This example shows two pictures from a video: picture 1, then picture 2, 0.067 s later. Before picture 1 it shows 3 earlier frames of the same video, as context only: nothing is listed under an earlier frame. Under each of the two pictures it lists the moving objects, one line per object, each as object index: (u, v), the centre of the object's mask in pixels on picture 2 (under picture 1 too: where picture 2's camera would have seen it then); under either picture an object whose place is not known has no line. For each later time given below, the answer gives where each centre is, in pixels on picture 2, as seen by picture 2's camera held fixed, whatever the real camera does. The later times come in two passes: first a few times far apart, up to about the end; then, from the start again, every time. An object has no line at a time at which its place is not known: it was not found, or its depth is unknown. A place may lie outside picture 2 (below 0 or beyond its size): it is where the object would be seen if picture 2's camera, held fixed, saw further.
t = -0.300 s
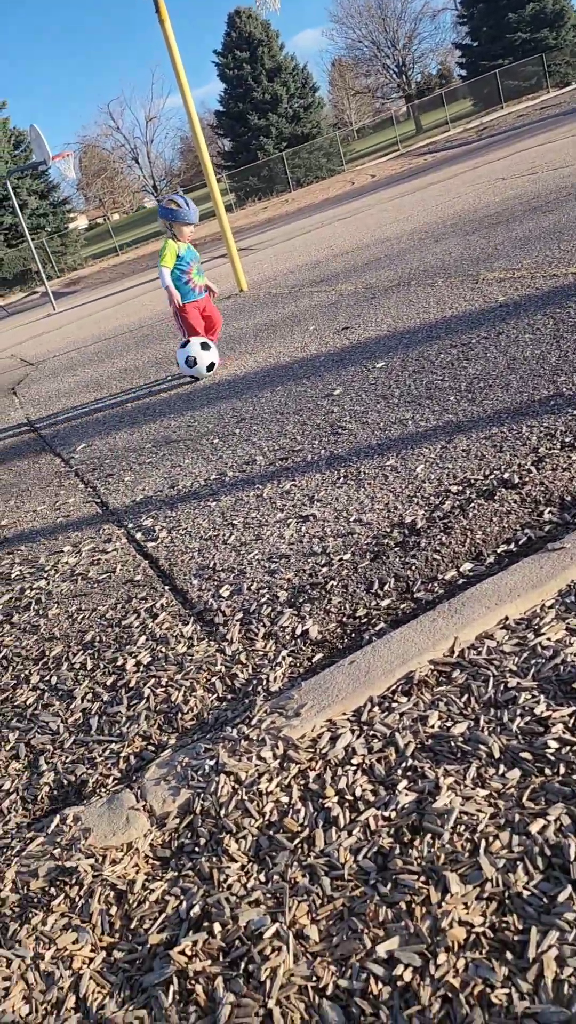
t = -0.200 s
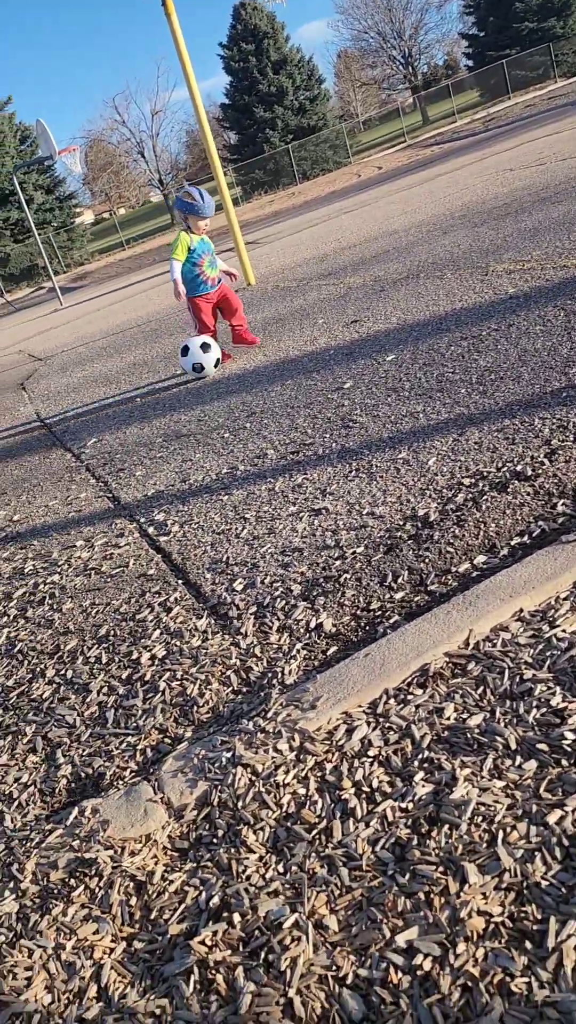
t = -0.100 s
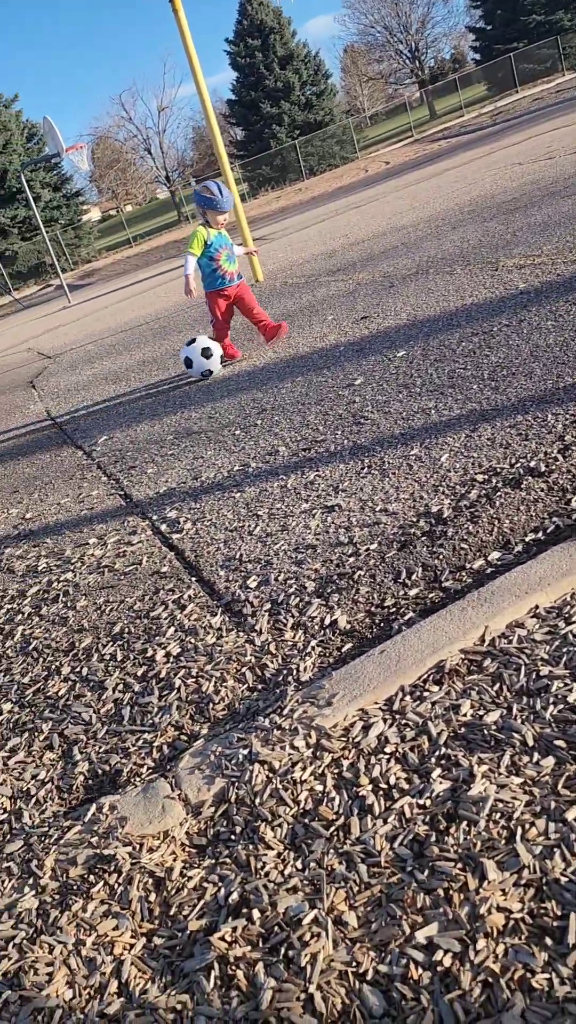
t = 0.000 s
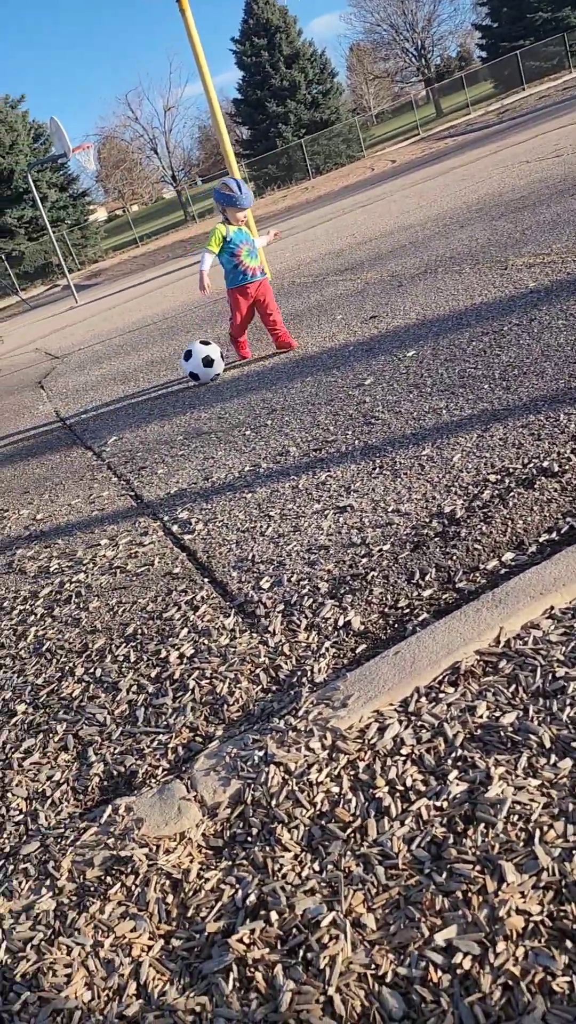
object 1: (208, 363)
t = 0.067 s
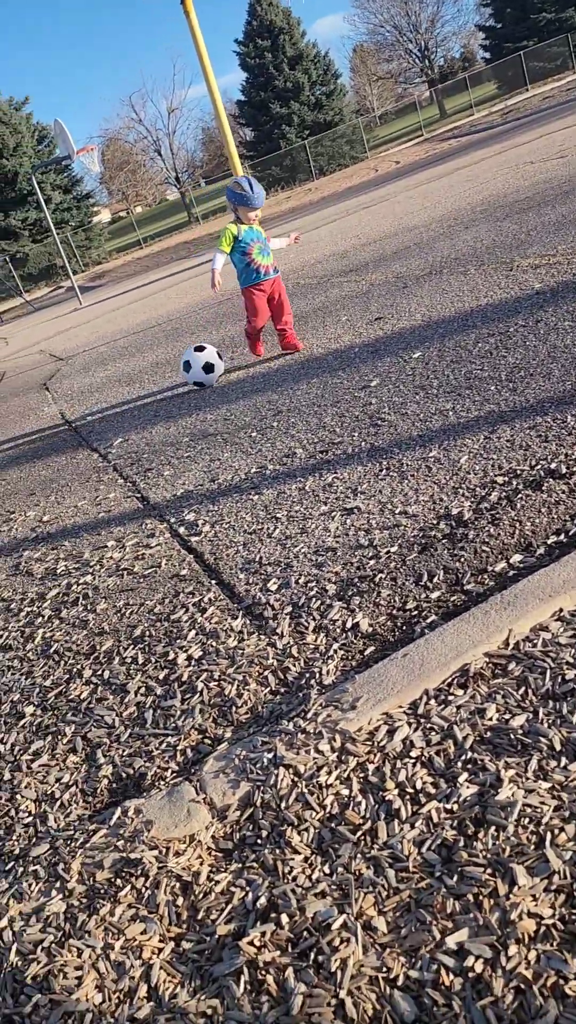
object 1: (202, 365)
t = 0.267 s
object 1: (184, 374)
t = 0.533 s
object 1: (162, 386)
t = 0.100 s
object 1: (199, 367)
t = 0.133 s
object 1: (196, 368)
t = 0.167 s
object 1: (192, 370)
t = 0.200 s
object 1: (191, 371)
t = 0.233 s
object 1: (187, 373)
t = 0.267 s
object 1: (184, 374)
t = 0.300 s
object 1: (181, 376)
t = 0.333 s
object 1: (180, 377)
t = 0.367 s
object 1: (177, 378)
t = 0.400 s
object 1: (174, 380)
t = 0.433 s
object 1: (171, 381)
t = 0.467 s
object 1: (169, 383)
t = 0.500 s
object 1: (166, 385)
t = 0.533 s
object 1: (162, 386)
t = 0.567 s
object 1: (159, 387)
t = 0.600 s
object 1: (158, 388)
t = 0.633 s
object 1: (154, 390)
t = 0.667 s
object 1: (150, 392)
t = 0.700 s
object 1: (148, 393)
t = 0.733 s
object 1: (145, 394)
